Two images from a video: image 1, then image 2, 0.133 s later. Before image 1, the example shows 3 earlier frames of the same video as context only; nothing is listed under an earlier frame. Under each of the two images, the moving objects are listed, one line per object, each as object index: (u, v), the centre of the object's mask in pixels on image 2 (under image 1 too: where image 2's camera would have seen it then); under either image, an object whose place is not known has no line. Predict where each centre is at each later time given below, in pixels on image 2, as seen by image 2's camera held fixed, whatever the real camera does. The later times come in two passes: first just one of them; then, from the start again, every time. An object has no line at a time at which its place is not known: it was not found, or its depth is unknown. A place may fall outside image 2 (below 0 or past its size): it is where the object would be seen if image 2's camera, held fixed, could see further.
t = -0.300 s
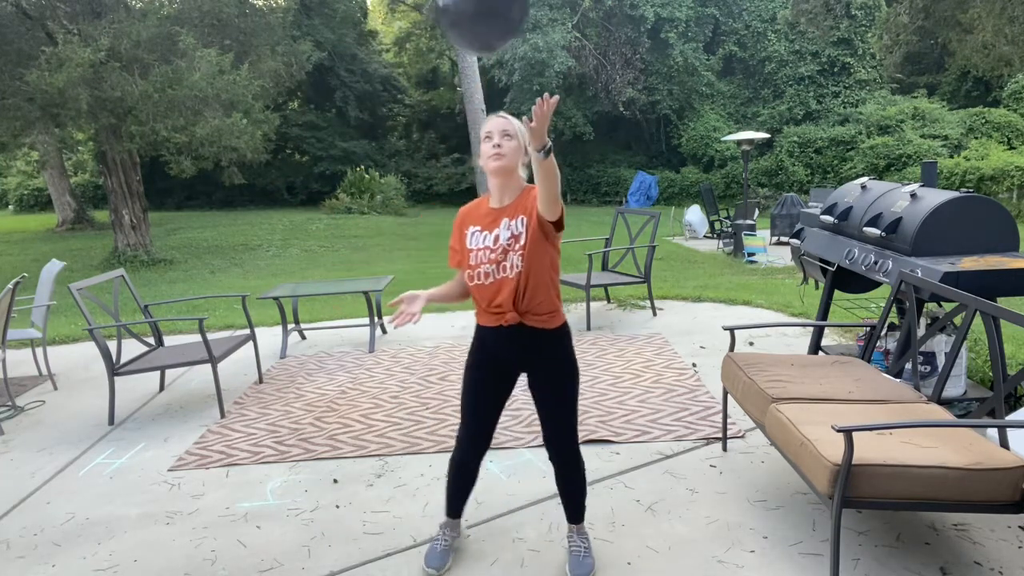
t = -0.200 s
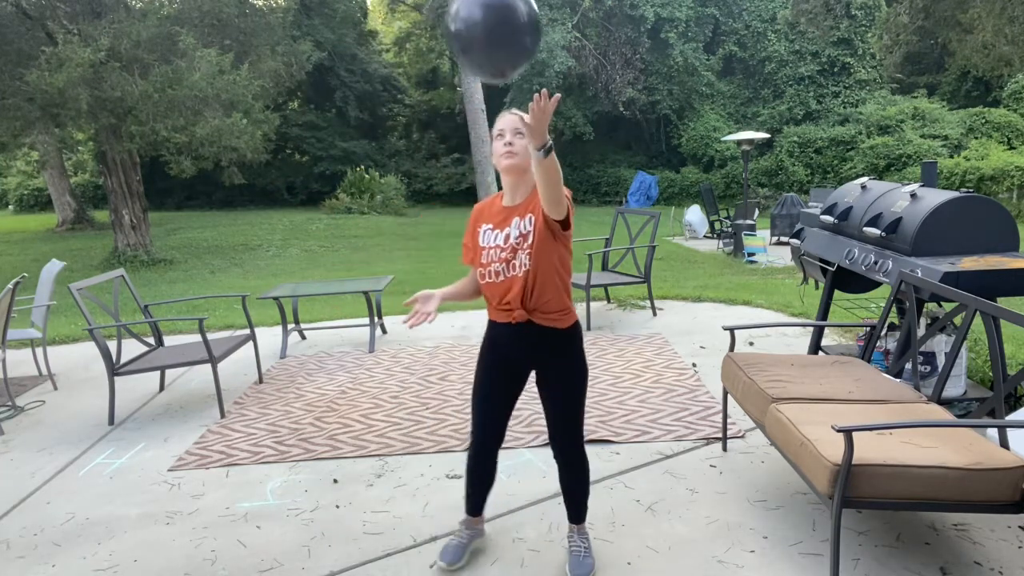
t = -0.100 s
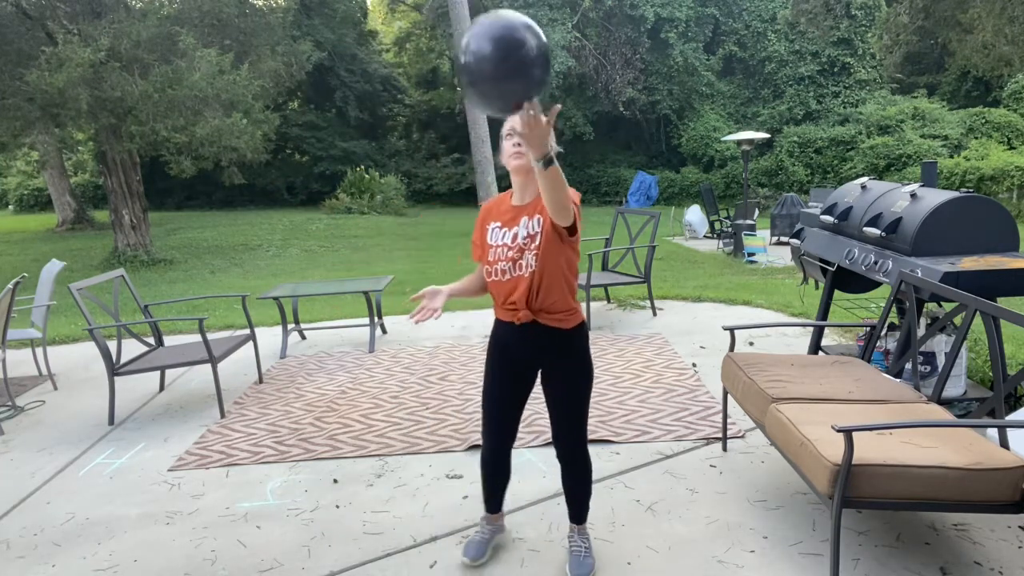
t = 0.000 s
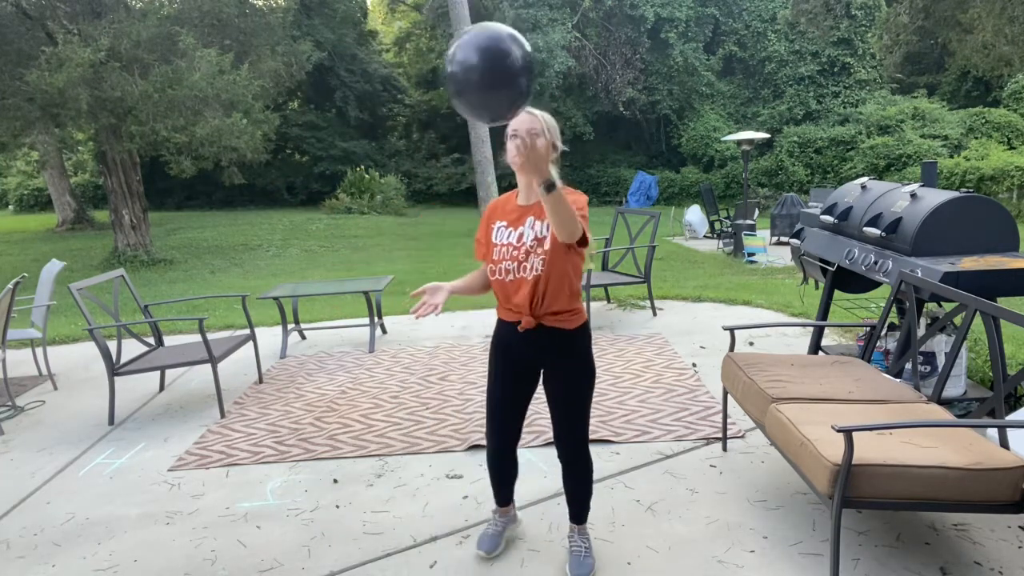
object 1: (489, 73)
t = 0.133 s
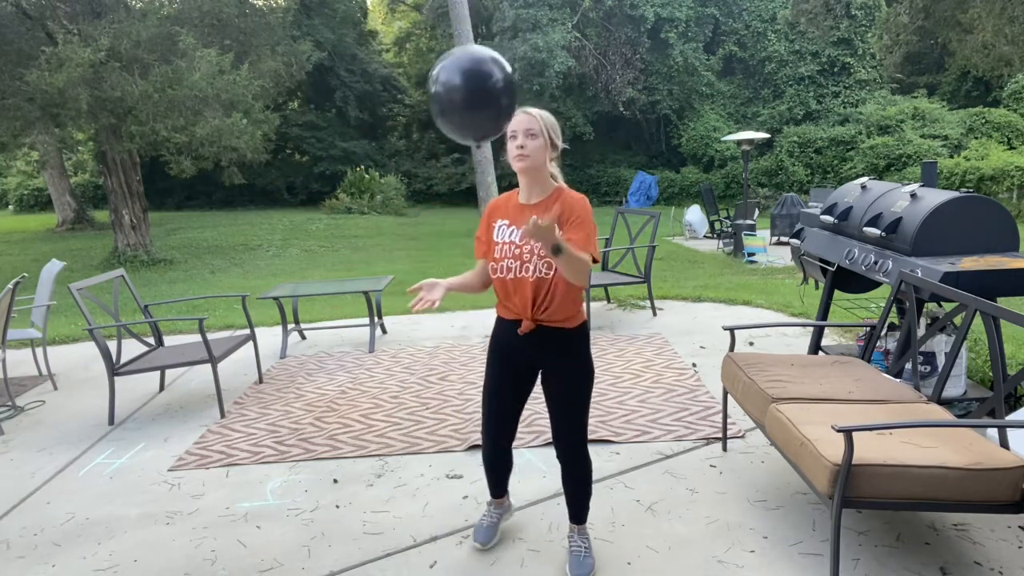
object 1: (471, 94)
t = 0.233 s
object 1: (460, 117)
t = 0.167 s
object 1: (468, 101)
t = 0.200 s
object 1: (464, 109)
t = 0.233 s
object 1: (460, 117)
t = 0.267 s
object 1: (457, 126)
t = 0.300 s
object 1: (454, 136)
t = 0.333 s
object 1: (450, 146)
